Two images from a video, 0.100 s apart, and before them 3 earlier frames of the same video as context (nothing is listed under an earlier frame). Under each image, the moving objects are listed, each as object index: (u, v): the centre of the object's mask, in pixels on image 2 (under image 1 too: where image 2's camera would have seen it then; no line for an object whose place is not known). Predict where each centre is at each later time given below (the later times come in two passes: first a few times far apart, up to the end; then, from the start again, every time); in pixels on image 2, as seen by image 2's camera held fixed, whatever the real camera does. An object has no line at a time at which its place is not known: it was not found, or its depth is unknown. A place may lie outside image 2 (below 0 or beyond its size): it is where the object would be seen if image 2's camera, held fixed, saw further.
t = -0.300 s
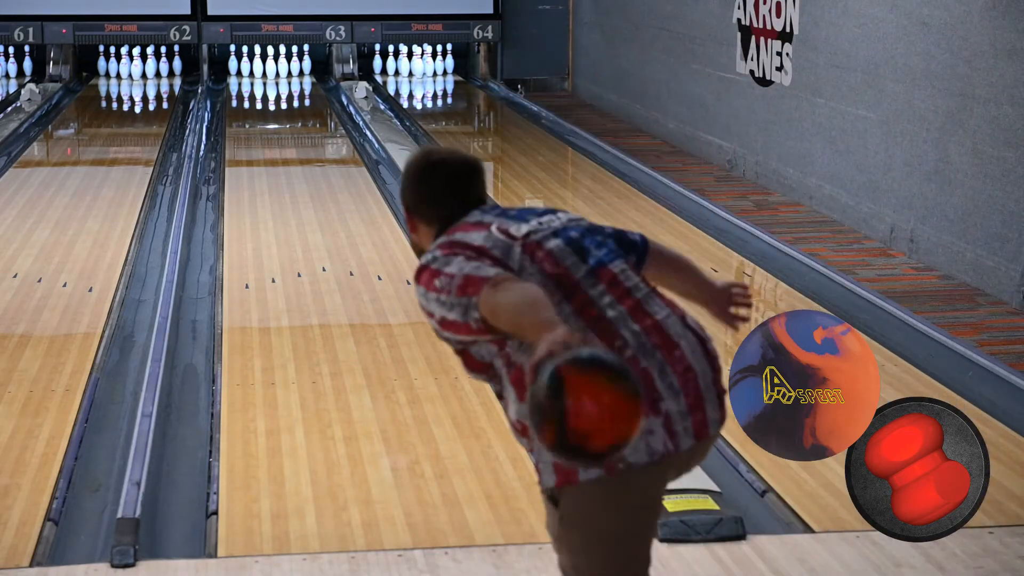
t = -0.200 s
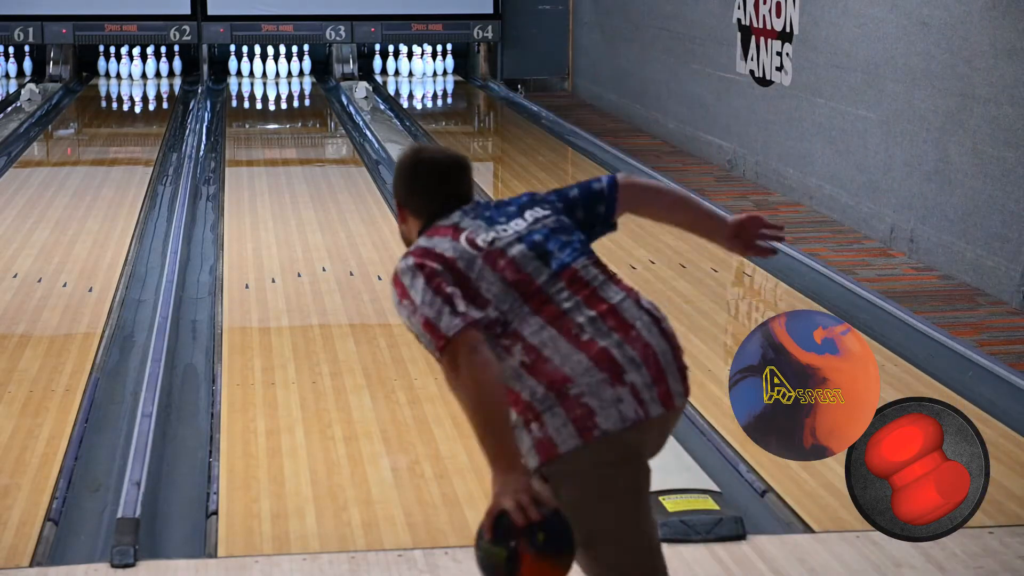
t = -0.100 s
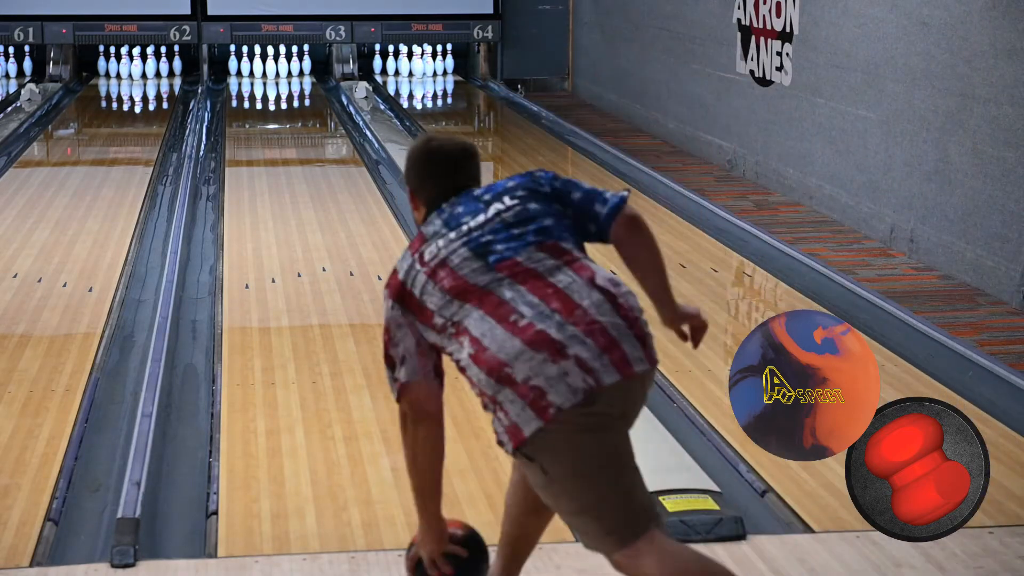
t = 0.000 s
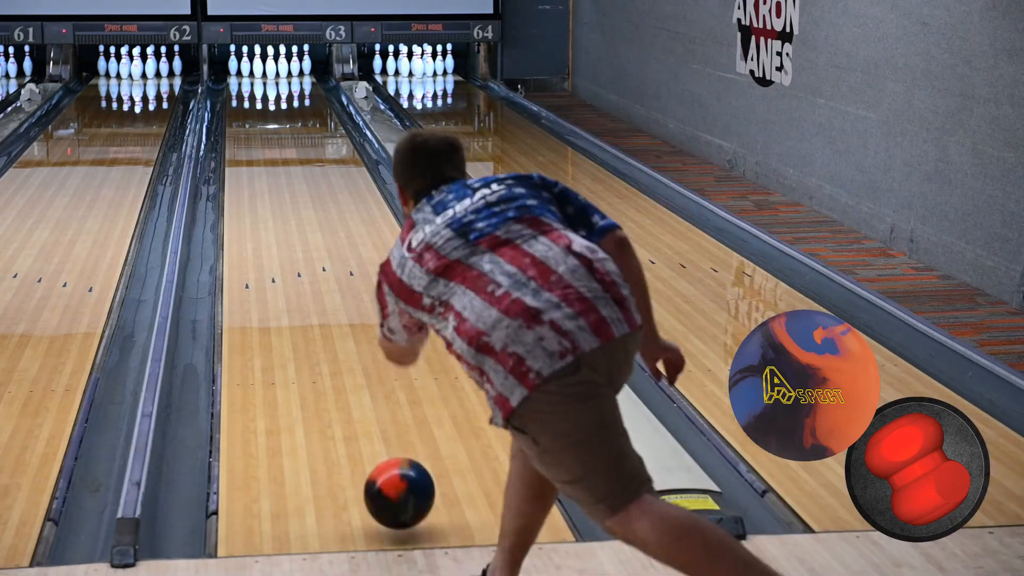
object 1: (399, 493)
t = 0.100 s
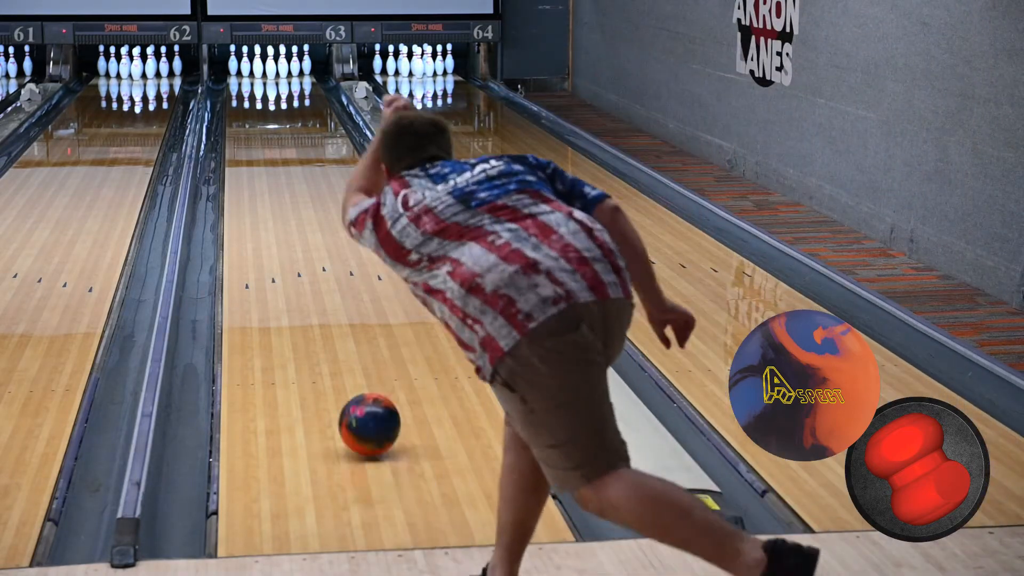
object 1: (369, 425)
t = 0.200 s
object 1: (346, 369)
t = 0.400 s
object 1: (313, 286)
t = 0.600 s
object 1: (291, 231)
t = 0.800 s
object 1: (276, 191)
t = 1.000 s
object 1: (265, 160)
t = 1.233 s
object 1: (256, 133)
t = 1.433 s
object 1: (251, 114)
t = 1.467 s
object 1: (249, 111)
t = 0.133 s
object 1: (361, 406)
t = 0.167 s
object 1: (353, 386)
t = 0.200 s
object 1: (346, 369)
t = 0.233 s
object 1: (340, 352)
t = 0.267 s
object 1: (333, 337)
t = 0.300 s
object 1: (328, 323)
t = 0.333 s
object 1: (323, 310)
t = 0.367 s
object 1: (318, 297)
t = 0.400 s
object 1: (313, 286)
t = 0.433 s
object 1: (309, 275)
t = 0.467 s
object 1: (305, 265)
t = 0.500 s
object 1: (301, 256)
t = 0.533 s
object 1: (298, 247)
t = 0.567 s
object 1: (294, 239)
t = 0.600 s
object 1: (291, 231)
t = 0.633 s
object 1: (288, 223)
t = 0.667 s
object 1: (285, 216)
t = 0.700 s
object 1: (283, 210)
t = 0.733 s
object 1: (280, 203)
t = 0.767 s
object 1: (278, 197)
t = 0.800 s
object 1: (276, 191)
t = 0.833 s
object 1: (274, 185)
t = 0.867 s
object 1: (272, 180)
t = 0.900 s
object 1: (270, 175)
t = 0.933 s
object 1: (268, 170)
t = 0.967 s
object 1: (267, 165)
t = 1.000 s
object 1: (265, 160)
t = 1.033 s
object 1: (263, 156)
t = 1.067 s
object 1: (262, 152)
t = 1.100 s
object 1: (261, 148)
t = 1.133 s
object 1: (260, 144)
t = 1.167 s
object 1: (258, 140)
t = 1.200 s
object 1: (257, 136)
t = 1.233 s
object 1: (256, 133)
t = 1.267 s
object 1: (255, 129)
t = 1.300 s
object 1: (254, 126)
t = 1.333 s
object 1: (253, 123)
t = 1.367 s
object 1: (252, 121)
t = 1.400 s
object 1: (251, 117)
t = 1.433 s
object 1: (251, 114)
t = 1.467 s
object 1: (249, 111)
